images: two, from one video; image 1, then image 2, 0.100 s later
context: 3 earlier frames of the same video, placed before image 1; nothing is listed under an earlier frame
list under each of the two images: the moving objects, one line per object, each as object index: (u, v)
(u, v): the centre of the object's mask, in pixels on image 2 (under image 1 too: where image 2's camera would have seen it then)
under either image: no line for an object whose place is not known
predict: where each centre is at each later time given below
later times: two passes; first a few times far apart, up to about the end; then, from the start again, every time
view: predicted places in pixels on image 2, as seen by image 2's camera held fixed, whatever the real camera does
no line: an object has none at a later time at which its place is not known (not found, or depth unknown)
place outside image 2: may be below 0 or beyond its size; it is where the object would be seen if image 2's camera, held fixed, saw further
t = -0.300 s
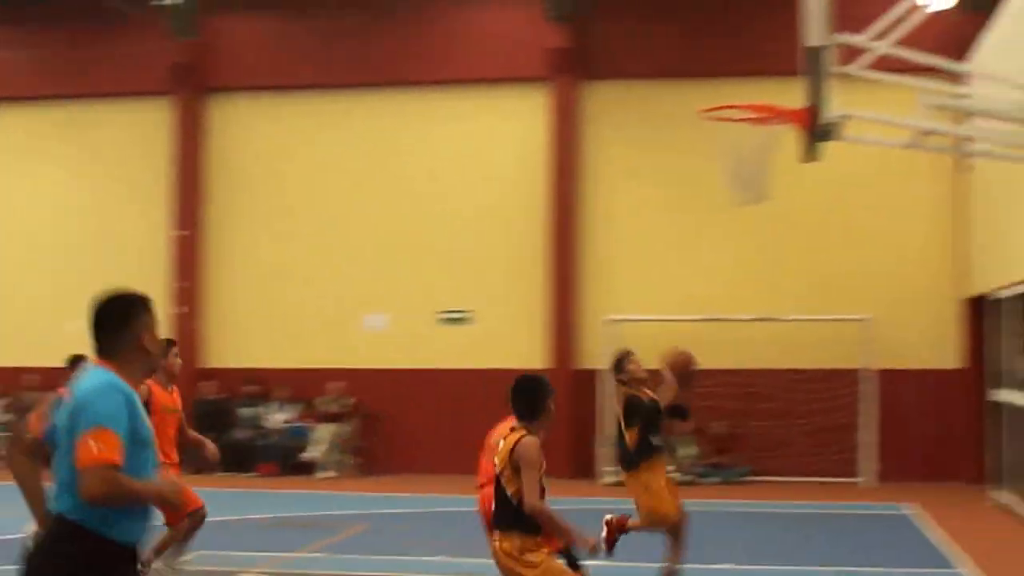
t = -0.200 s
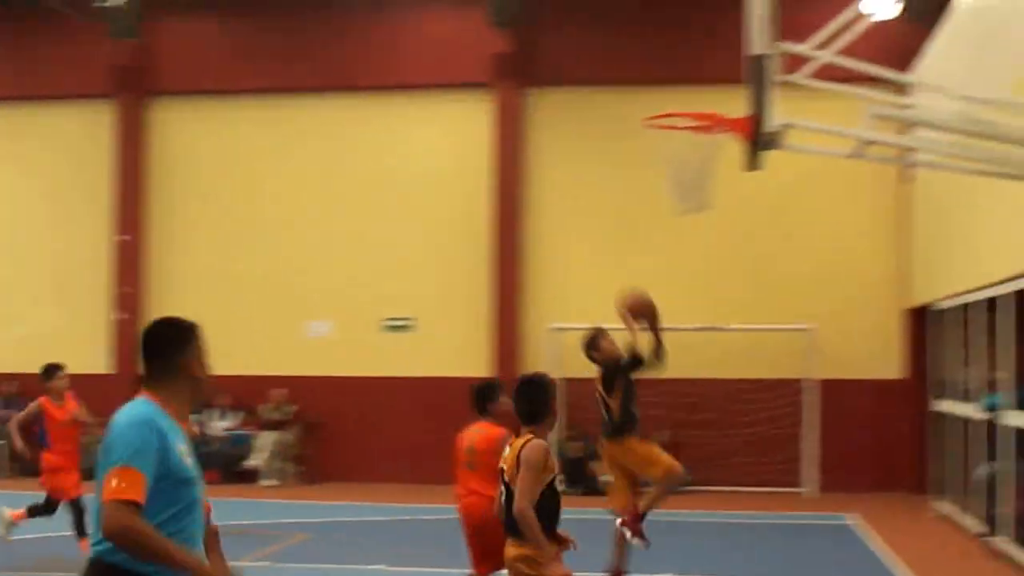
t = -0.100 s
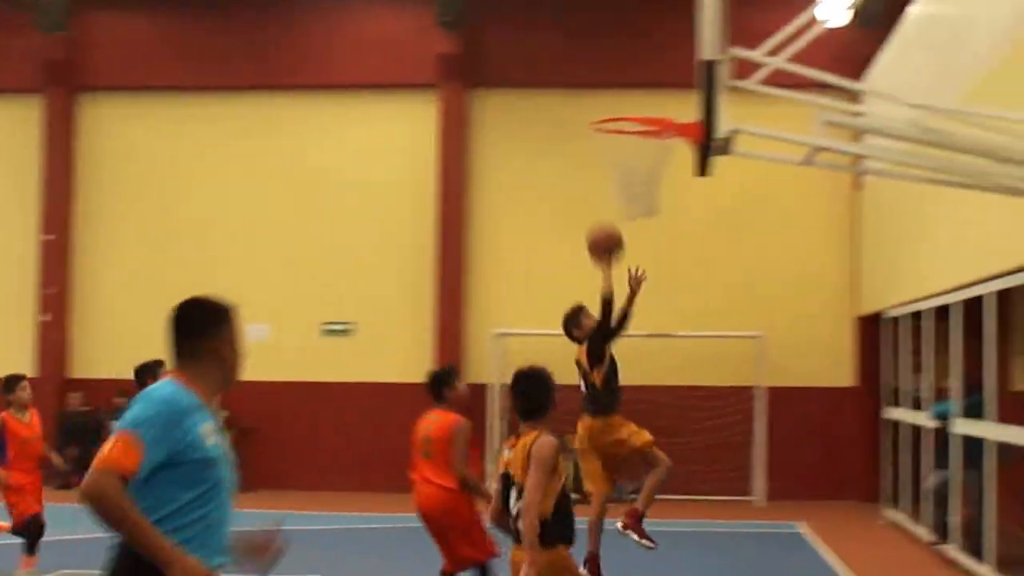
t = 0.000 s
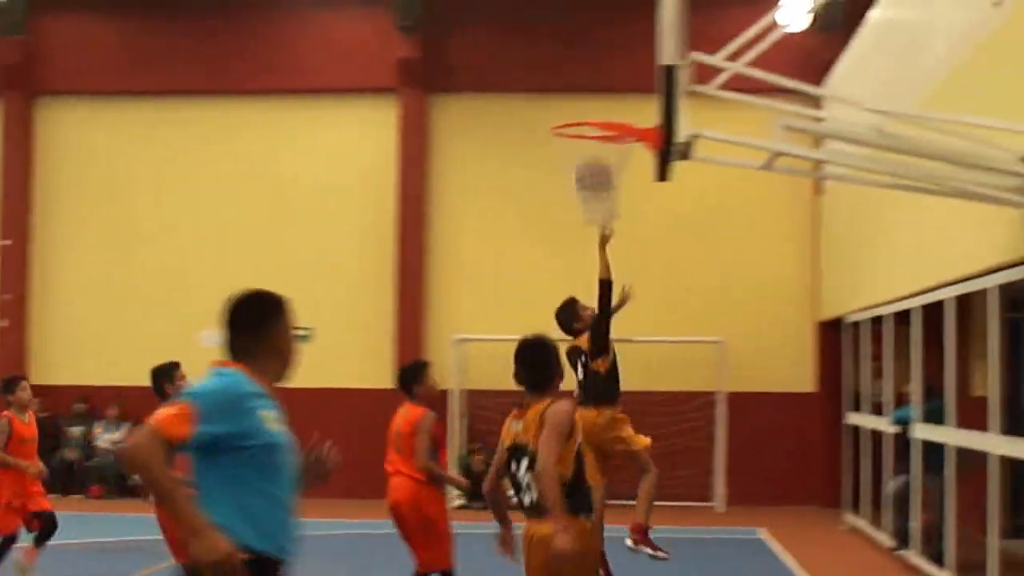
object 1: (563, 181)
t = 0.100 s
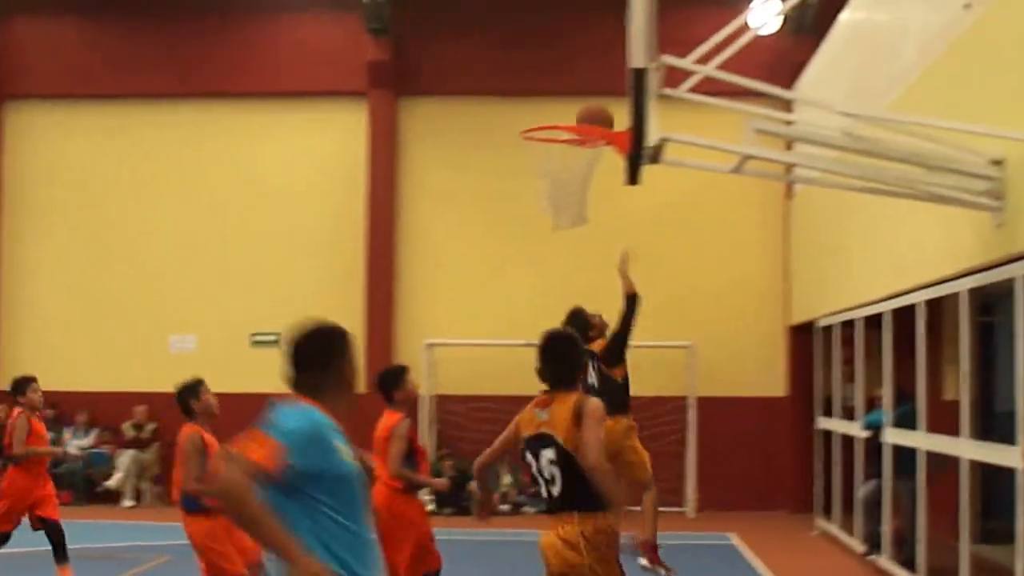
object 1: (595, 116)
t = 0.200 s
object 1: (606, 87)
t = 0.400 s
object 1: (565, 95)
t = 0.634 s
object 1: (582, 173)
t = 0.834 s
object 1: (600, 210)
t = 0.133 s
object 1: (604, 105)
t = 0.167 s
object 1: (609, 92)
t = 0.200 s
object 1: (606, 87)
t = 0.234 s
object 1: (599, 83)
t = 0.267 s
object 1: (593, 82)
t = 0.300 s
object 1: (586, 83)
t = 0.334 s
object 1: (579, 85)
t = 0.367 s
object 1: (572, 89)
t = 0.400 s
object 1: (565, 95)
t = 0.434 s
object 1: (557, 103)
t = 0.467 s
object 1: (549, 110)
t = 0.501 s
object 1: (545, 126)
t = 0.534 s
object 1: (554, 139)
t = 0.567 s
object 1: (563, 151)
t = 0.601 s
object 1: (574, 161)
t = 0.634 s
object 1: (582, 173)
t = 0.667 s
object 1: (591, 184)
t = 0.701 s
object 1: (594, 189)
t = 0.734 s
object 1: (596, 191)
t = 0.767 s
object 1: (597, 196)
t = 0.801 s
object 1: (598, 203)
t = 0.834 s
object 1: (600, 210)
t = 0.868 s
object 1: (601, 220)
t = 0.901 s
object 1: (602, 231)
